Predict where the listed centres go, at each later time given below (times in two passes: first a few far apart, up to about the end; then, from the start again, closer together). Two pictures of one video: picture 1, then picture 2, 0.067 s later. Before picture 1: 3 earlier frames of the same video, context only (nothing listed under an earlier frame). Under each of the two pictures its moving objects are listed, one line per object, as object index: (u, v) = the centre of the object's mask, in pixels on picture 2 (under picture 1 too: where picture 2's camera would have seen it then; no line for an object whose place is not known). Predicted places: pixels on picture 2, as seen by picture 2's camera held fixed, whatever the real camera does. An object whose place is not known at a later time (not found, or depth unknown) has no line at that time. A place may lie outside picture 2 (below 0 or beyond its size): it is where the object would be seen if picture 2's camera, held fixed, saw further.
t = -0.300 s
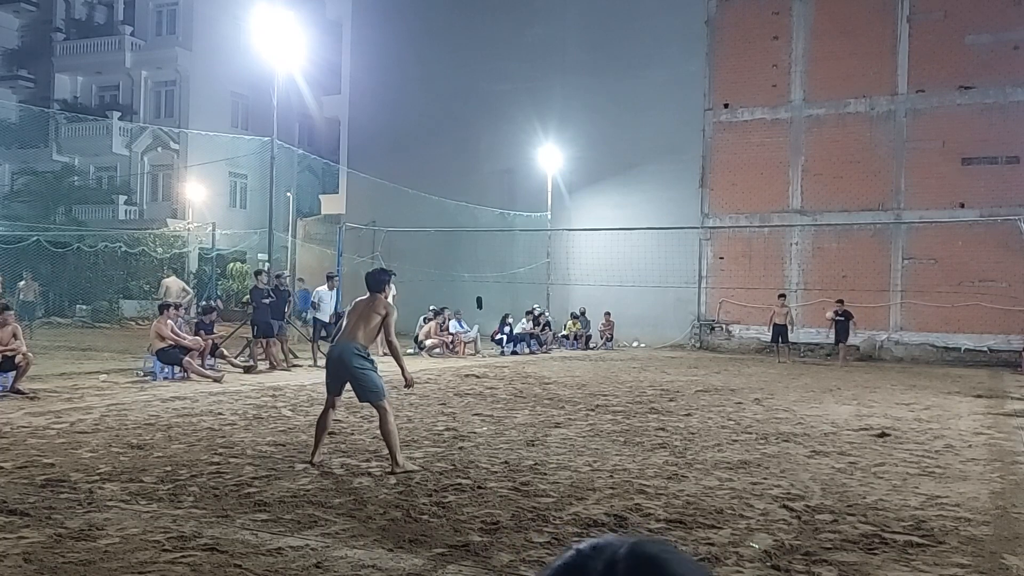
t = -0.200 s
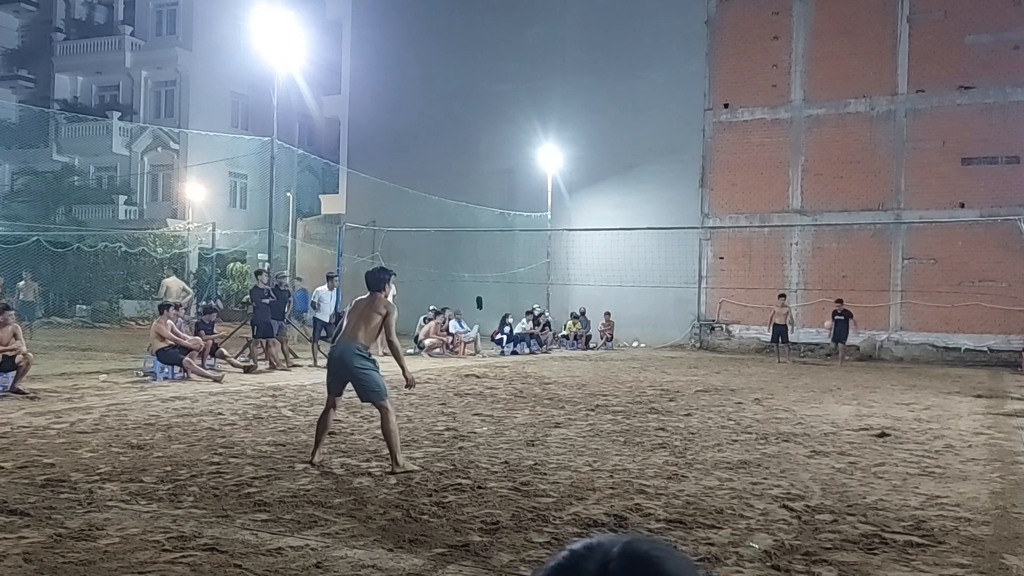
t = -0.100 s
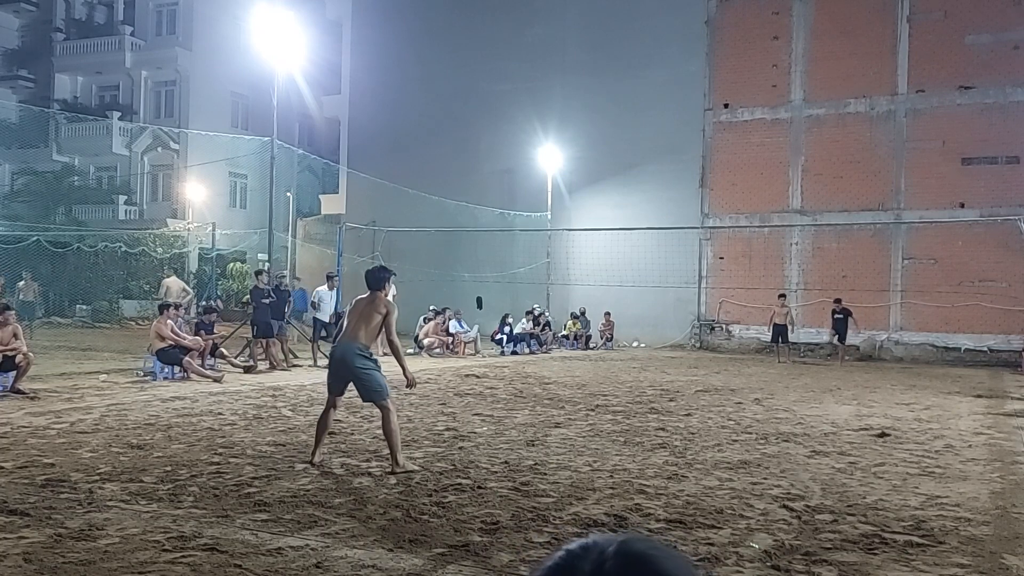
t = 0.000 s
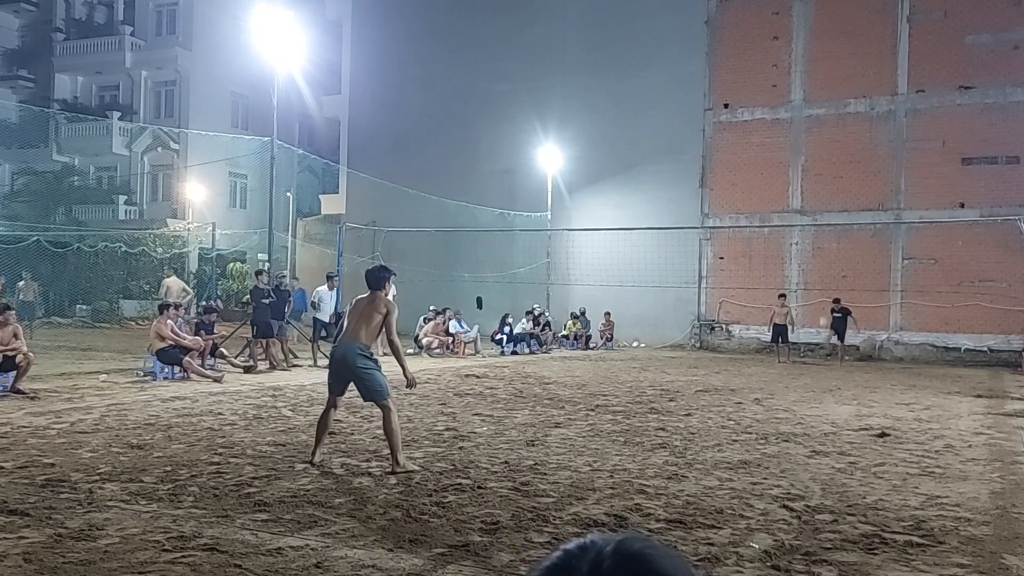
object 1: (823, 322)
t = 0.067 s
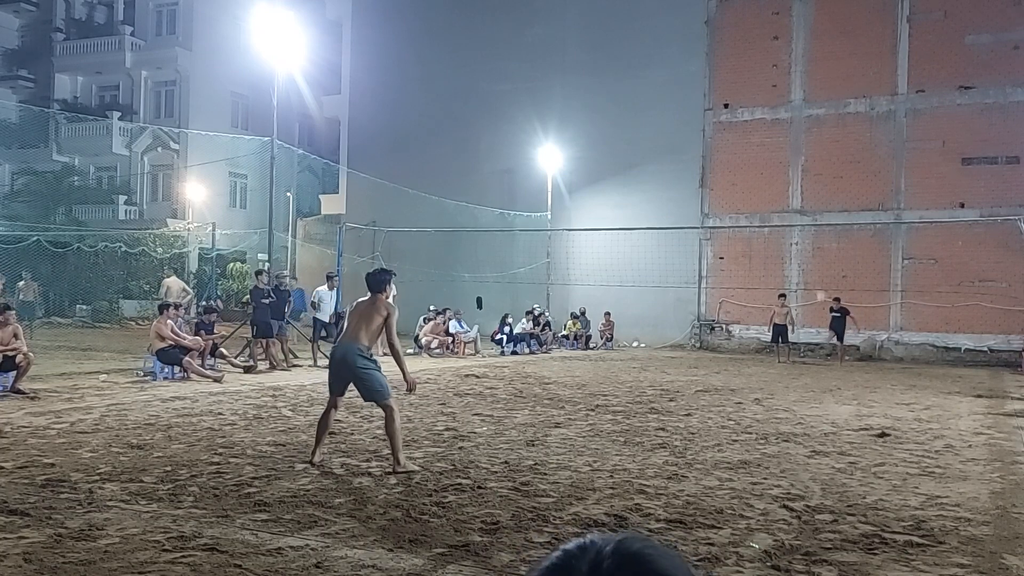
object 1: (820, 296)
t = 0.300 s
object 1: (807, 211)
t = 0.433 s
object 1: (795, 165)
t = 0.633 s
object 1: (776, 101)
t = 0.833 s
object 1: (749, 49)
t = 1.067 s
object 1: (701, 21)
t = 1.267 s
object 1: (641, 41)
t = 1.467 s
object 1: (548, 135)
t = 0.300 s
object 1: (807, 211)
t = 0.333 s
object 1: (804, 200)
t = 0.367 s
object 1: (802, 188)
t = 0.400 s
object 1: (798, 177)
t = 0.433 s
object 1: (795, 165)
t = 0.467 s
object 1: (792, 155)
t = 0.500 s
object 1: (789, 143)
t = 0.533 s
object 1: (786, 133)
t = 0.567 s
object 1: (783, 122)
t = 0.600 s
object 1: (780, 112)
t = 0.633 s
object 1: (776, 101)
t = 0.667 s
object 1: (773, 92)
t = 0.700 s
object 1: (769, 82)
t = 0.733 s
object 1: (764, 73)
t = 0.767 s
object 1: (760, 65)
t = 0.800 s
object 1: (755, 57)
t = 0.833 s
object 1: (749, 49)
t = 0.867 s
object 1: (743, 43)
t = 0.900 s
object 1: (737, 37)
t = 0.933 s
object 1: (731, 32)
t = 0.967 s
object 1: (724, 27)
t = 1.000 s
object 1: (717, 24)
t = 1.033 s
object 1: (709, 22)
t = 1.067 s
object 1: (701, 21)
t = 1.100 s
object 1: (693, 20)
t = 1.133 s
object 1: (683, 22)
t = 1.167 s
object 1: (674, 24)
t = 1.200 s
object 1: (664, 29)
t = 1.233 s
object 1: (652, 35)
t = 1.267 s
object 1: (641, 41)
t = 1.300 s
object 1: (627, 52)
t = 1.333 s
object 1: (613, 63)
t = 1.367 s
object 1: (599, 77)
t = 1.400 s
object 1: (582, 94)
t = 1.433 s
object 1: (567, 112)
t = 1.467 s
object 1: (548, 135)
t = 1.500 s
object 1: (522, 165)
